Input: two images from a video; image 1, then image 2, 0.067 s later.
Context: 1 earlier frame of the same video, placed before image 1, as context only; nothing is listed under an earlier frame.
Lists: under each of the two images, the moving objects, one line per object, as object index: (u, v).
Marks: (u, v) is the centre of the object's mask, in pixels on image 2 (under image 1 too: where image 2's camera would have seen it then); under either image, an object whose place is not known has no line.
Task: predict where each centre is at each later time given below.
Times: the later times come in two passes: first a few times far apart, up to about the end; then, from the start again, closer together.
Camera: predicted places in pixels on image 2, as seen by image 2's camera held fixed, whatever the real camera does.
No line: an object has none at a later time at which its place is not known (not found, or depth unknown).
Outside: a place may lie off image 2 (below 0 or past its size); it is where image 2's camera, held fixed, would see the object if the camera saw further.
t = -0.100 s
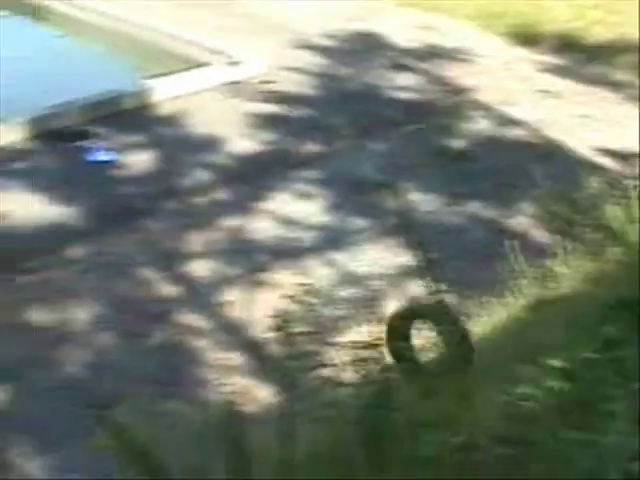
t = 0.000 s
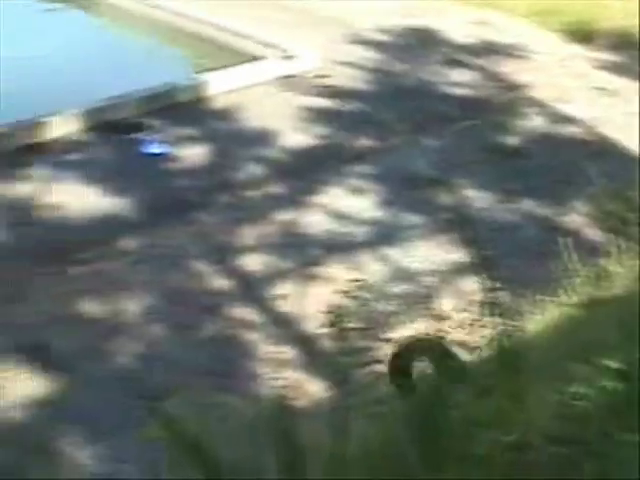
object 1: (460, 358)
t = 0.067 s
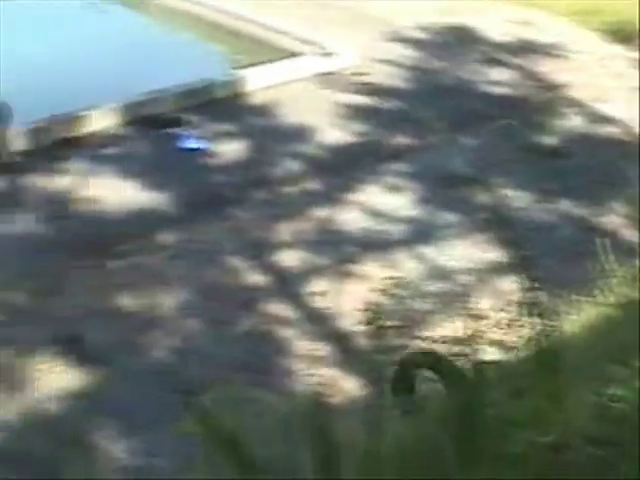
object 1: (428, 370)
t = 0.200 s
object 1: (358, 405)
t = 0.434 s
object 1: (285, 337)
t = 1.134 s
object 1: (93, 216)
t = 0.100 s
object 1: (409, 376)
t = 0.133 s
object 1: (387, 387)
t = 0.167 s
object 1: (368, 400)
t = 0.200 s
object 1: (358, 405)
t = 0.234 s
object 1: (353, 407)
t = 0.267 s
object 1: (349, 394)
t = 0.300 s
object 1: (335, 376)
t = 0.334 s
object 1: (318, 376)
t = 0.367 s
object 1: (307, 362)
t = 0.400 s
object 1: (295, 349)
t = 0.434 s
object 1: (285, 337)
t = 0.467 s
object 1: (275, 326)
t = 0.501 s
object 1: (264, 316)
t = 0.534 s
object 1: (253, 308)
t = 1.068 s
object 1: (108, 224)
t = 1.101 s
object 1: (101, 219)
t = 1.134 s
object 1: (93, 216)
